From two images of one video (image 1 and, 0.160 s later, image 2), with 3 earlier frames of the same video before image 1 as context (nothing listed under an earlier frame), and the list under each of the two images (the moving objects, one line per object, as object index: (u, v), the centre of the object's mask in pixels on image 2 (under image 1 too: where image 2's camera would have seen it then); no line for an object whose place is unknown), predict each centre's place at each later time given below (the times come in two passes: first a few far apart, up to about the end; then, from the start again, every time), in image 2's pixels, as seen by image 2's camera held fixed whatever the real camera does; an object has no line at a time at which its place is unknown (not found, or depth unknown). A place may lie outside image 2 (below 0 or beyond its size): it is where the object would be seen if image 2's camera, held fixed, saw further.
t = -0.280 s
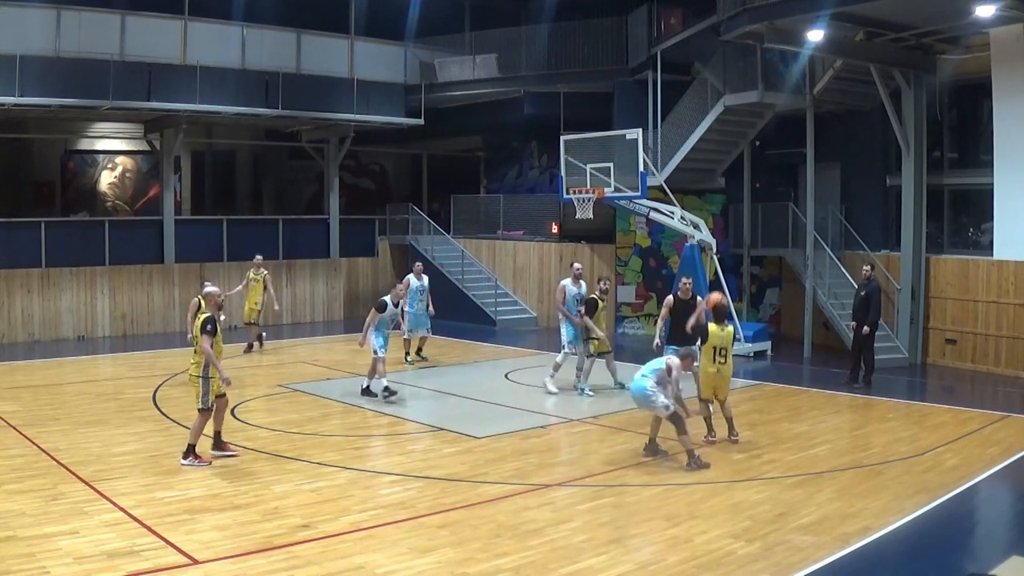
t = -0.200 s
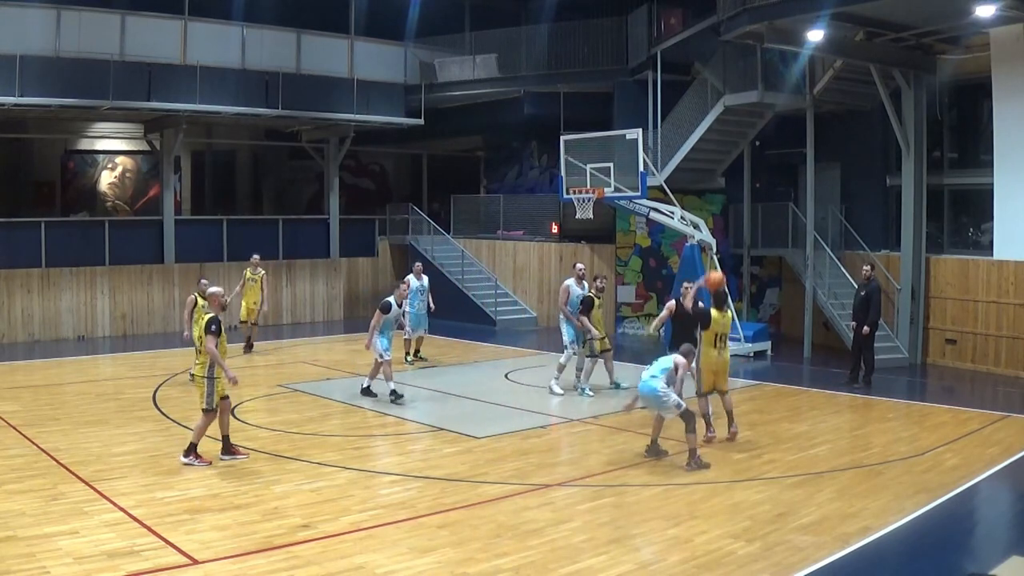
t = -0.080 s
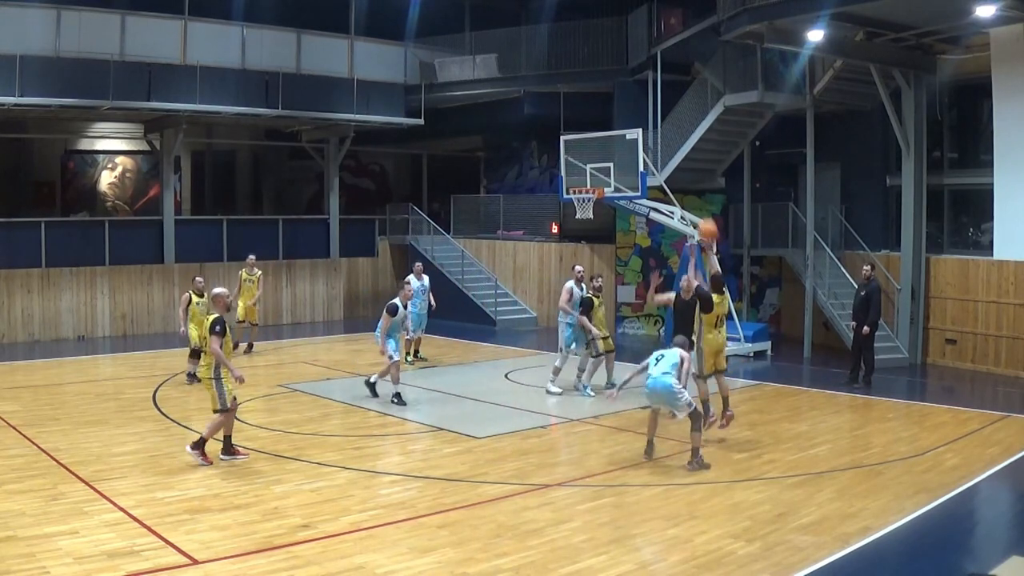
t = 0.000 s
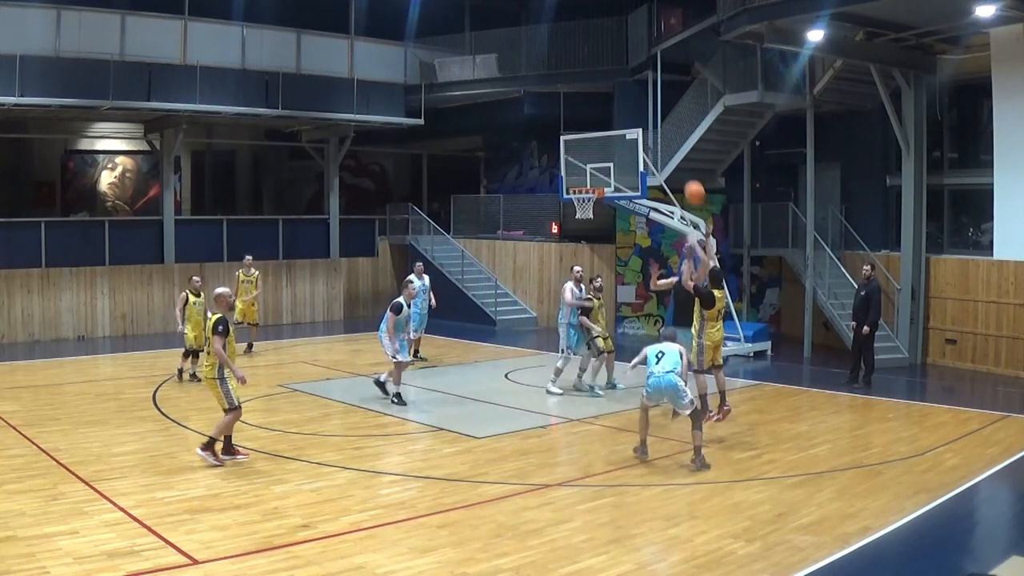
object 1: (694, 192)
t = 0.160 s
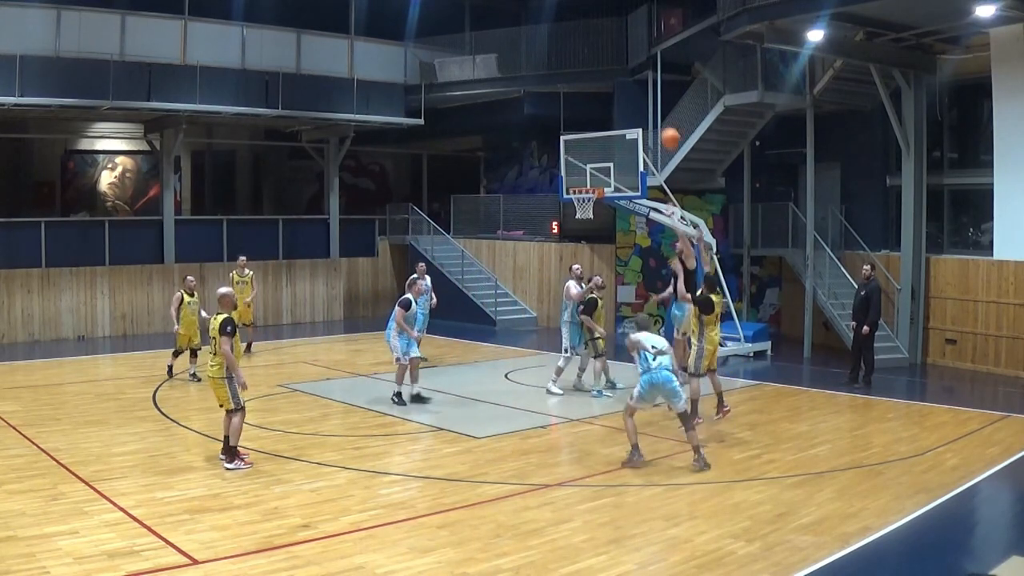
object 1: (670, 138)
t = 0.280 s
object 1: (654, 113)
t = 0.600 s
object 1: (618, 103)
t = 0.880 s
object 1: (592, 148)
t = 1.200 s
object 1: (563, 168)
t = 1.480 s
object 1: (534, 186)
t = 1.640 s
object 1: (515, 221)
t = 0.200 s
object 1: (664, 128)
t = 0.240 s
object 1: (660, 120)
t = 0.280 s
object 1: (654, 113)
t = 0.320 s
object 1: (648, 108)
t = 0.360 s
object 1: (644, 104)
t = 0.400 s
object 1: (639, 101)
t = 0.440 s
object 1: (635, 99)
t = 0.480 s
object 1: (630, 98)
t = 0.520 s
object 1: (626, 99)
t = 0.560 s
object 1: (622, 100)
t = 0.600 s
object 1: (618, 103)
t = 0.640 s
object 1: (614, 107)
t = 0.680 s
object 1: (610, 112)
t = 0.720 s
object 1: (606, 117)
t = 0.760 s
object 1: (602, 123)
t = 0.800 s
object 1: (599, 131)
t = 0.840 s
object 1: (595, 139)
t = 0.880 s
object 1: (592, 148)
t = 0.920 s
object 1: (588, 157)
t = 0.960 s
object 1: (584, 169)
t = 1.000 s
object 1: (581, 180)
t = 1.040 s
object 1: (578, 180)
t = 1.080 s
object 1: (575, 175)
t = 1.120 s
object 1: (571, 172)
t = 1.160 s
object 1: (567, 169)
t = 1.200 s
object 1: (563, 168)
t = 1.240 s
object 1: (559, 167)
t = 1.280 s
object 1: (555, 168)
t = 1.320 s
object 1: (551, 169)
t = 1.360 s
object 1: (546, 172)
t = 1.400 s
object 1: (542, 175)
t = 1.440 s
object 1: (538, 180)
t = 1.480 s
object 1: (534, 186)
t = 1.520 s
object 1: (529, 193)
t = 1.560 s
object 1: (524, 201)
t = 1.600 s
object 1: (520, 211)
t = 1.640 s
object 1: (515, 221)
